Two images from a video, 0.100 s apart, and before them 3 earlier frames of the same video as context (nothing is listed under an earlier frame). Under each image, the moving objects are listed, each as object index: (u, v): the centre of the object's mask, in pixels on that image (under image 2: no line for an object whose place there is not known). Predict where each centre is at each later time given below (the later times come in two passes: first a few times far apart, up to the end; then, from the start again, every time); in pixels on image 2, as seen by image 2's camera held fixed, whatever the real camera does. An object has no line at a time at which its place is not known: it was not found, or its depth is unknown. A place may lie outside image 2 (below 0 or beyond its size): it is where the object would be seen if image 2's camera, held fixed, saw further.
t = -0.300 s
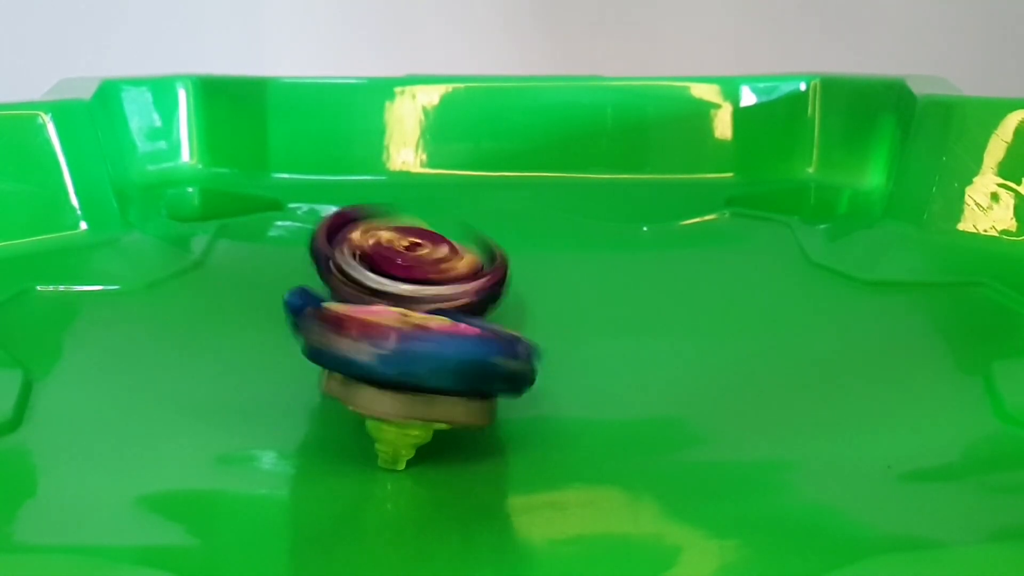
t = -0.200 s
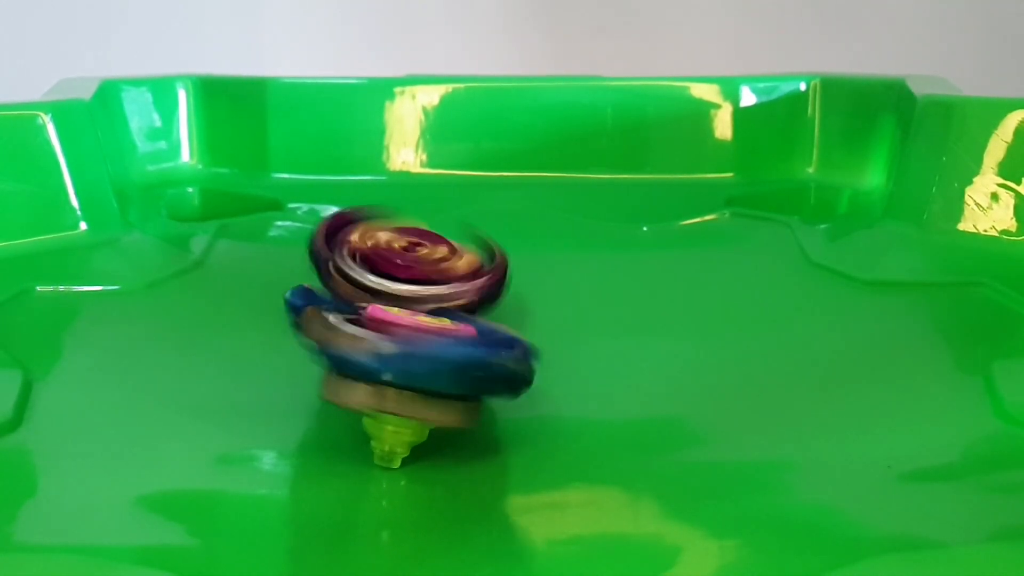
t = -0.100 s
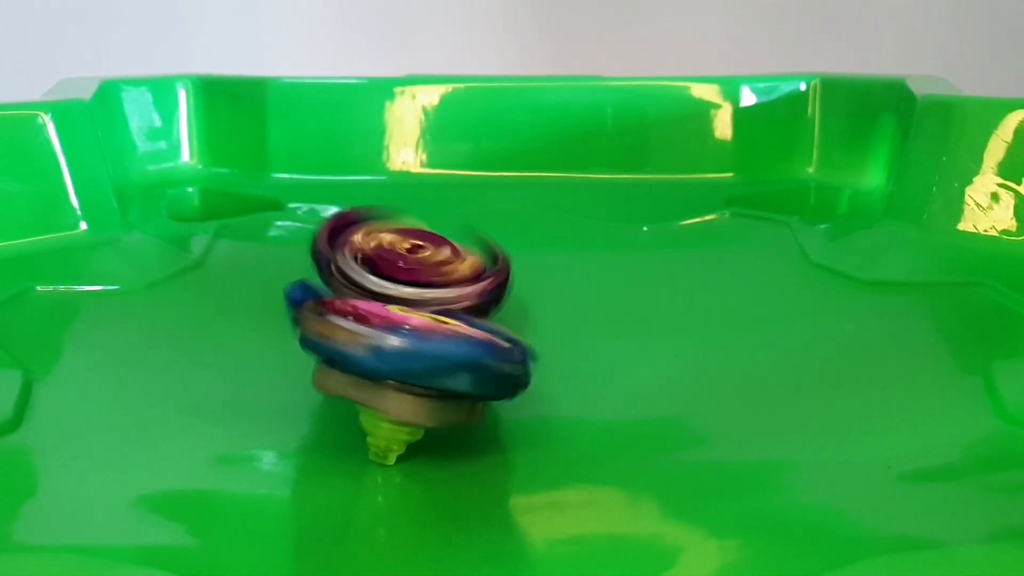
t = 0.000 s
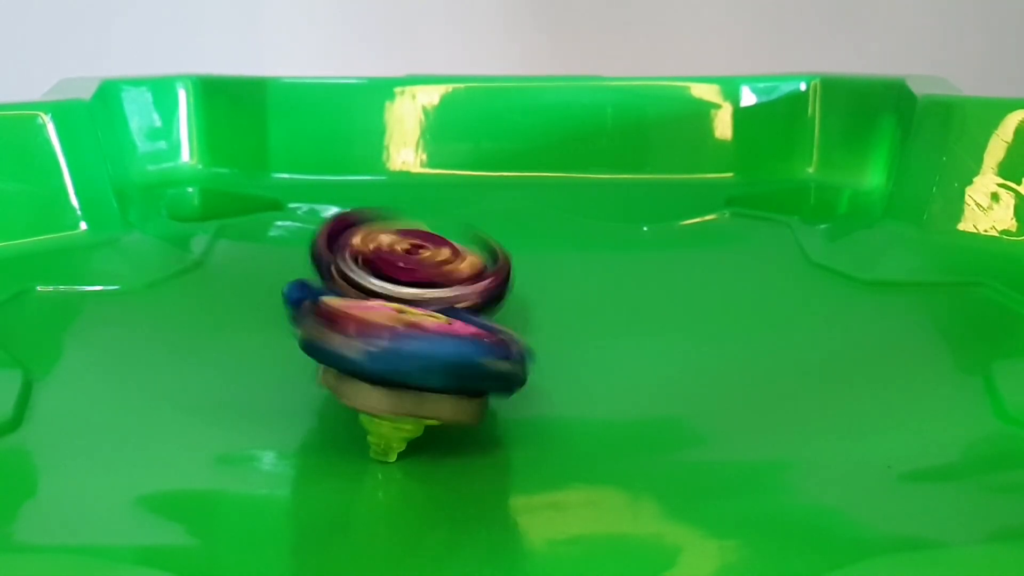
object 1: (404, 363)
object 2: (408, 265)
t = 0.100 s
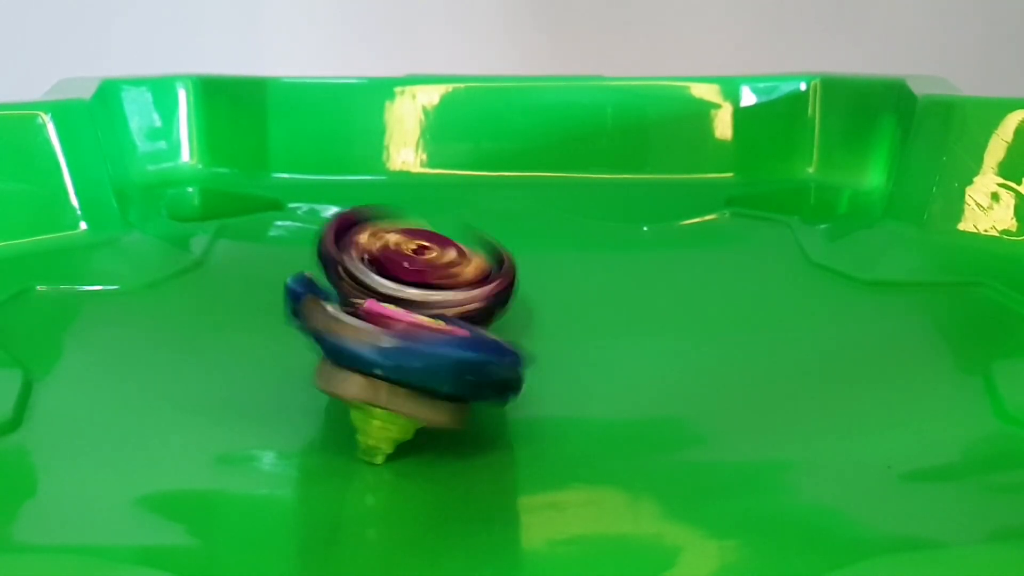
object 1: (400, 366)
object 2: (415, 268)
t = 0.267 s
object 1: (389, 363)
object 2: (433, 266)
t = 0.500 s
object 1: (373, 361)
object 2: (439, 266)
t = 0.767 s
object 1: (361, 356)
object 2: (450, 262)
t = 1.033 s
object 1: (357, 353)
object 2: (452, 269)
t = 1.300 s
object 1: (364, 348)
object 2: (465, 266)
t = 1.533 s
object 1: (370, 342)
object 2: (465, 263)
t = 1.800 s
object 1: (373, 340)
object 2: (479, 259)
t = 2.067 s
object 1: (376, 336)
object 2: (479, 258)
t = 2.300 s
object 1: (385, 335)
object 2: (486, 254)
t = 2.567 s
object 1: (398, 331)
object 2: (501, 258)
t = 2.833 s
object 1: (399, 329)
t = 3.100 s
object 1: (406, 326)
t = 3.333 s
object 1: (412, 327)
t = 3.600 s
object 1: (417, 327)
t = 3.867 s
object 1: (415, 329)
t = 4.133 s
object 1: (415, 331)
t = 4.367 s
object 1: (420, 334)
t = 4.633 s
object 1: (430, 334)
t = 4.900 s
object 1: (440, 334)
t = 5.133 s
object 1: (447, 335)
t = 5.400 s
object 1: (456, 336)
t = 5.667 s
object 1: (463, 338)
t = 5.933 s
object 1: (472, 339)
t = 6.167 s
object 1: (479, 342)
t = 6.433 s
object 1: (489, 342)
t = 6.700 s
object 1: (488, 344)
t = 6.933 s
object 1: (489, 345)
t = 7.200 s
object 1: (491, 348)
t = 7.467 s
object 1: (495, 347)
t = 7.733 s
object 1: (498, 349)
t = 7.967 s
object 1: (498, 351)
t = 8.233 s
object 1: (501, 352)
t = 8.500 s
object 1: (501, 351)
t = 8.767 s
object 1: (465, 348)
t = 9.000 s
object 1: (370, 348)
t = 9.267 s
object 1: (269, 330)
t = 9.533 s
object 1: (178, 312)
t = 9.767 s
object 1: (117, 294)
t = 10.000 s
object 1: (81, 281)
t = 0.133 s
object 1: (399, 365)
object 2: (420, 263)
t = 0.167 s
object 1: (395, 364)
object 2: (425, 267)
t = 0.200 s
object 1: (393, 363)
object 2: (419, 264)
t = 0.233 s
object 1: (392, 361)
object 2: (421, 261)
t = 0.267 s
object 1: (389, 363)
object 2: (433, 266)
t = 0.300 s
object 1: (386, 363)
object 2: (426, 266)
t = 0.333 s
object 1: (384, 363)
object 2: (424, 263)
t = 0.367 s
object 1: (382, 364)
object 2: (437, 267)
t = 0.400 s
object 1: (379, 364)
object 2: (431, 266)
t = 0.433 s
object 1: (377, 364)
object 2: (427, 262)
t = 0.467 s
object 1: (376, 361)
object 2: (441, 266)
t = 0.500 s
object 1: (373, 361)
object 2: (439, 266)
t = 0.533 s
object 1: (371, 359)
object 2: (432, 260)
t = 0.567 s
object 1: (371, 359)
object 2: (442, 263)
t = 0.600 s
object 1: (366, 361)
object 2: (442, 269)
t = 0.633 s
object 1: (366, 361)
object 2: (437, 263)
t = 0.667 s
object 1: (364, 360)
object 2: (446, 264)
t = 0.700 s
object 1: (363, 359)
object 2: (447, 269)
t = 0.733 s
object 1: (366, 358)
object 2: (444, 263)
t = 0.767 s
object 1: (361, 356)
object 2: (450, 262)
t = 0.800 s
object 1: (362, 356)
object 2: (450, 267)
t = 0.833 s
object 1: (359, 357)
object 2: (446, 265)
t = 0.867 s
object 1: (359, 355)
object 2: (453, 262)
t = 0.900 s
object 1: (360, 355)
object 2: (454, 267)
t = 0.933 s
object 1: (357, 356)
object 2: (450, 269)
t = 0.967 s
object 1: (359, 354)
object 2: (455, 264)
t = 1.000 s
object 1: (358, 353)
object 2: (457, 268)
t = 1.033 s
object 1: (357, 353)
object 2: (452, 269)
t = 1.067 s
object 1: (361, 353)
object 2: (459, 262)
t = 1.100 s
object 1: (360, 350)
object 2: (461, 265)
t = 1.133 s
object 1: (362, 350)
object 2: (455, 266)
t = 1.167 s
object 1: (361, 350)
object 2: (462, 263)
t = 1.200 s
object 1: (361, 348)
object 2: (464, 265)
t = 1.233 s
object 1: (364, 350)
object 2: (456, 266)
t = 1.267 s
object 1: (363, 350)
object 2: (462, 263)
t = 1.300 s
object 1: (364, 348)
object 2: (465, 266)
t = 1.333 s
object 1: (365, 347)
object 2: (459, 266)
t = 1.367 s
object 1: (366, 346)
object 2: (464, 265)
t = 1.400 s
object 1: (367, 345)
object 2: (470, 264)
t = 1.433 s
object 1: (369, 343)
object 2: (462, 264)
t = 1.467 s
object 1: (369, 344)
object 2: (464, 262)
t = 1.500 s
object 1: (370, 344)
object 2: (475, 263)
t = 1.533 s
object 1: (370, 342)
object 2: (465, 263)
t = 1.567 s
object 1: (371, 343)
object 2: (464, 262)
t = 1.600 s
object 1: (371, 341)
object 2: (478, 263)
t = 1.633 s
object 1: (368, 342)
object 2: (469, 262)
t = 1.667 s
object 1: (369, 342)
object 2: (464, 261)
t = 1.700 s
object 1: (372, 342)
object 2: (478, 262)
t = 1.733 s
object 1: (369, 341)
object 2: (475, 261)
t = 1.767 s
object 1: (373, 340)
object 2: (468, 259)
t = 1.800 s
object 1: (373, 340)
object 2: (479, 259)
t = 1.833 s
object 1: (372, 339)
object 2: (481, 262)
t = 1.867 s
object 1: (373, 339)
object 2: (470, 259)
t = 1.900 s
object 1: (375, 340)
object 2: (480, 257)
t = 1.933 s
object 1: (376, 338)
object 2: (484, 261)
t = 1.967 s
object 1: (375, 339)
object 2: (475, 259)
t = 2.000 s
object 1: (376, 338)
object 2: (480, 257)
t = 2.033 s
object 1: (380, 337)
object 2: (488, 261)
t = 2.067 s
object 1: (376, 336)
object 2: (479, 258)
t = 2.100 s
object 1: (382, 335)
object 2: (483, 254)
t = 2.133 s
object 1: (381, 336)
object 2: (491, 259)
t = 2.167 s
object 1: (380, 336)
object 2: (483, 261)
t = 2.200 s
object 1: (382, 334)
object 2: (484, 254)
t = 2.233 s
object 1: (386, 335)
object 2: (494, 257)
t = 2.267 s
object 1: (386, 334)
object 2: (489, 259)
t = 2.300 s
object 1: (385, 335)
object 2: (486, 254)
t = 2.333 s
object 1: (389, 334)
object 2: (495, 256)
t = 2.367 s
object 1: (391, 333)
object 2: (495, 260)
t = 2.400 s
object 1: (389, 332)
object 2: (490, 252)
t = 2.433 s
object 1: (394, 331)
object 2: (498, 254)
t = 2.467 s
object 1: (393, 331)
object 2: (498, 258)
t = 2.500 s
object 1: (393, 332)
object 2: (493, 254)
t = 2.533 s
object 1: (396, 330)
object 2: (501, 253)
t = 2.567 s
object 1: (398, 331)
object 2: (501, 258)
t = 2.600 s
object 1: (398, 329)
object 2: (499, 256)
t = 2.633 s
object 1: (395, 329)
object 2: (505, 251)
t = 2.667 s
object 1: (398, 329)
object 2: (505, 256)
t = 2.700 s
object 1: (399, 330)
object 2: (501, 256)
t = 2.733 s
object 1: (396, 329)
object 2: (507, 252)
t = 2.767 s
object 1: (400, 329)
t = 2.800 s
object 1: (401, 329)
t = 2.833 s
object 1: (399, 329)
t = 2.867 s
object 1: (399, 328)
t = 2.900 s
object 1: (402, 328)
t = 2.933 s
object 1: (403, 328)
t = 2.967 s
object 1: (401, 328)
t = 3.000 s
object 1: (403, 328)
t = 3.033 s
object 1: (406, 327)
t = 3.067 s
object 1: (405, 326)
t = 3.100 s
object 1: (406, 326)
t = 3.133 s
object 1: (409, 327)
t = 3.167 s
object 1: (408, 327)
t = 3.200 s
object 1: (407, 326)
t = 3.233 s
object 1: (409, 326)
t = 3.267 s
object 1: (413, 325)
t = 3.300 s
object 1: (409, 325)
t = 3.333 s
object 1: (412, 327)
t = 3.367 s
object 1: (415, 326)
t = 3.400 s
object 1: (416, 325)
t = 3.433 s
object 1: (414, 324)
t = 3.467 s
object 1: (419, 324)
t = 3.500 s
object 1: (419, 325)
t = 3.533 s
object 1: (416, 326)
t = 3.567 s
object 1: (416, 326)
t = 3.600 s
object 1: (417, 327)
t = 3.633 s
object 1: (416, 327)
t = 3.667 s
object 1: (413, 328)
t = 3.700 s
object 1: (416, 327)
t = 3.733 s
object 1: (419, 325)
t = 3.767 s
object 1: (414, 328)
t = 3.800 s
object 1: (416, 328)
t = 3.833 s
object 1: (417, 329)
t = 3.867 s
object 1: (415, 329)
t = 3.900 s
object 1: (414, 329)
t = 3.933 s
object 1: (414, 330)
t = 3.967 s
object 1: (416, 331)
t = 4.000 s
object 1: (413, 330)
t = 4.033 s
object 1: (414, 332)
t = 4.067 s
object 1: (416, 331)
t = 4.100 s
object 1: (418, 329)
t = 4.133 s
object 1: (415, 331)
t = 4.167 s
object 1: (417, 330)
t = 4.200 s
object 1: (419, 332)
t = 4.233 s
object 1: (418, 332)
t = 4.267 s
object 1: (418, 332)
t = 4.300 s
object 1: (422, 333)
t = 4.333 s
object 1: (423, 331)
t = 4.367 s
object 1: (420, 334)
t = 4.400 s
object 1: (423, 334)
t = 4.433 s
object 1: (426, 332)
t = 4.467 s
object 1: (426, 332)
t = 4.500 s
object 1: (426, 332)
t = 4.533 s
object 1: (429, 332)
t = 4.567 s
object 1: (430, 333)
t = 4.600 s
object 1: (428, 334)
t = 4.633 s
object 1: (430, 334)
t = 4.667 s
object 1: (433, 334)
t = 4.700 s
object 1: (432, 333)
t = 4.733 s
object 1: (432, 335)
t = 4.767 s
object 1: (436, 335)
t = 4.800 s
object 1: (440, 332)
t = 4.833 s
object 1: (436, 334)
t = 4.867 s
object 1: (438, 333)
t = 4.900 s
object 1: (440, 334)
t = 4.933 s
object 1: (440, 334)
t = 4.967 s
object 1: (440, 335)
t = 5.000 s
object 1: (442, 337)
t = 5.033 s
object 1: (445, 335)
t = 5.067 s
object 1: (443, 335)
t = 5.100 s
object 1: (446, 336)
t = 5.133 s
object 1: (447, 335)
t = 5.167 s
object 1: (449, 334)
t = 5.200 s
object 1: (447, 335)
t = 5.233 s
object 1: (450, 335)
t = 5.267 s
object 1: (452, 336)
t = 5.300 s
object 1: (452, 336)
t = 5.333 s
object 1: (453, 336)
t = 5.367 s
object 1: (454, 338)
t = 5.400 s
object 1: (456, 336)
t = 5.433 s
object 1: (455, 338)
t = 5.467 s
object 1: (457, 339)
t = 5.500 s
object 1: (461, 337)
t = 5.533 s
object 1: (460, 337)
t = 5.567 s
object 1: (460, 336)
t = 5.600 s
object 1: (462, 337)
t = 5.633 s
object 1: (464, 338)
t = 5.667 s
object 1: (463, 338)
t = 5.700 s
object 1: (464, 339)
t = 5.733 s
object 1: (468, 339)
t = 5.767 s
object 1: (467, 337)
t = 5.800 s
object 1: (467, 340)
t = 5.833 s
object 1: (469, 339)
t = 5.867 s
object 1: (472, 338)
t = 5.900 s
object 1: (469, 339)
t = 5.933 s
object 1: (472, 339)
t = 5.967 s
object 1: (474, 340)
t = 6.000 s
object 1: (474, 339)
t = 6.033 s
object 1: (474, 339)
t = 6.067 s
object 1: (477, 340)
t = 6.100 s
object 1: (478, 340)
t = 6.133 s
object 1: (476, 341)
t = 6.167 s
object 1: (479, 342)
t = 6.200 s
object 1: (481, 340)
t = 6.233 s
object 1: (483, 339)
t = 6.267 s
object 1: (482, 340)
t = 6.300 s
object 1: (485, 338)
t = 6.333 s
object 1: (485, 342)
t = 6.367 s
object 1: (485, 341)
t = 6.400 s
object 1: (486, 341)
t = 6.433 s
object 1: (489, 342)
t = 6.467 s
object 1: (491, 340)
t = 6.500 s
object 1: (487, 342)
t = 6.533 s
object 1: (488, 343)
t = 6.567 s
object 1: (488, 342)
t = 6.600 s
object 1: (487, 344)
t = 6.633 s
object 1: (488, 343)
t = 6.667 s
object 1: (489, 342)
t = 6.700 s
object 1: (488, 344)
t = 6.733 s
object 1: (485, 345)
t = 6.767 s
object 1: (485, 346)
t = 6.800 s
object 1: (486, 347)
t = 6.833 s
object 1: (485, 346)
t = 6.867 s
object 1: (487, 346)
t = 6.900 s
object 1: (486, 347)
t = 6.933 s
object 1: (489, 345)
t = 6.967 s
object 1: (487, 346)
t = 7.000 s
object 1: (488, 346)
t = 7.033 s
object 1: (490, 346)
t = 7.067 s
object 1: (490, 347)
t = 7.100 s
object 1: (490, 346)
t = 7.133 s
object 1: (491, 347)
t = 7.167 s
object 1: (493, 347)
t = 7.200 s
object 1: (491, 348)
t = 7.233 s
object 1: (493, 348)
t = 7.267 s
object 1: (493, 348)
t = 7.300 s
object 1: (495, 347)
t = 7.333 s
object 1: (494, 347)
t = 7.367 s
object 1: (494, 347)
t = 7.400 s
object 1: (497, 347)
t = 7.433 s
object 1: (495, 349)
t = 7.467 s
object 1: (495, 347)
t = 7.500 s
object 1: (496, 349)
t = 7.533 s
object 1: (495, 350)
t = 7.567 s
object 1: (496, 349)
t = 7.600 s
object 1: (496, 349)
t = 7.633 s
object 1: (496, 350)
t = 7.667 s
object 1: (498, 349)
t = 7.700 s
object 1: (496, 350)
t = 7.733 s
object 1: (498, 349)
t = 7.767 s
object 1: (499, 349)
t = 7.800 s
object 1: (498, 350)
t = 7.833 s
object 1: (498, 349)
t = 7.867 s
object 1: (499, 351)
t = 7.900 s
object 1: (497, 351)
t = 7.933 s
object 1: (497, 351)
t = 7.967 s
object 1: (498, 351)
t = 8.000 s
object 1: (499, 351)
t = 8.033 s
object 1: (501, 350)
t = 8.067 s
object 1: (499, 351)
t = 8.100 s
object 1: (500, 350)
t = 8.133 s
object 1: (501, 351)
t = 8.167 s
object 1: (499, 352)
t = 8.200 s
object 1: (499, 350)
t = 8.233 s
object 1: (501, 352)
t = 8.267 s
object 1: (499, 352)
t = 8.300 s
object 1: (499, 352)
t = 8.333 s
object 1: (500, 352)
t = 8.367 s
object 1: (500, 352)
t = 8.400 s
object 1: (501, 351)
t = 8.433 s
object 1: (501, 351)
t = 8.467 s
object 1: (501, 350)
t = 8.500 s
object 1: (501, 351)
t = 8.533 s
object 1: (499, 352)
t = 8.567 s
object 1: (500, 351)
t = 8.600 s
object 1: (501, 353)
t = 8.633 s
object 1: (499, 353)
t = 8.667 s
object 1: (500, 352)
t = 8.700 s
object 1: (496, 351)
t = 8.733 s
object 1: (480, 352)
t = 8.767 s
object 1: (465, 348)
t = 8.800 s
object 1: (455, 340)
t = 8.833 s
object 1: (440, 336)
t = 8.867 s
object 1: (419, 342)
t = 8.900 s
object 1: (409, 348)
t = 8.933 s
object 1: (395, 349)
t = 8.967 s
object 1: (383, 347)
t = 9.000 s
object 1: (370, 348)
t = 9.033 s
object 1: (351, 346)
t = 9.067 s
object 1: (342, 340)
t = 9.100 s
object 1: (330, 335)
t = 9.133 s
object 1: (312, 338)
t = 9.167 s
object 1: (299, 342)
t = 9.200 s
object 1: (291, 337)
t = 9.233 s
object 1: (279, 331)
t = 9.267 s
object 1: (269, 330)
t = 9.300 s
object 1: (251, 326)
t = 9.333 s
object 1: (243, 321)
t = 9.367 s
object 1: (234, 316)
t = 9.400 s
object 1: (221, 313)
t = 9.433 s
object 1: (203, 312)
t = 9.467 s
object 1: (198, 317)
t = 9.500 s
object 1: (187, 315)
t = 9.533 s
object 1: (178, 312)
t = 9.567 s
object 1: (163, 309)
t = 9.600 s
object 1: (159, 306)
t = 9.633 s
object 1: (153, 302)
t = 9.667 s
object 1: (143, 300)
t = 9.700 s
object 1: (131, 297)
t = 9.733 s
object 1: (123, 295)
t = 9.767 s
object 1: (117, 294)
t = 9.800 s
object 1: (112, 291)
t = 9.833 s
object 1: (104, 287)
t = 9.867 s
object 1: (97, 286)
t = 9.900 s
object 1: (96, 287)
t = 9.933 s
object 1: (91, 284)
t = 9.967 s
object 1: (85, 282)
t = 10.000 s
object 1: (81, 281)
